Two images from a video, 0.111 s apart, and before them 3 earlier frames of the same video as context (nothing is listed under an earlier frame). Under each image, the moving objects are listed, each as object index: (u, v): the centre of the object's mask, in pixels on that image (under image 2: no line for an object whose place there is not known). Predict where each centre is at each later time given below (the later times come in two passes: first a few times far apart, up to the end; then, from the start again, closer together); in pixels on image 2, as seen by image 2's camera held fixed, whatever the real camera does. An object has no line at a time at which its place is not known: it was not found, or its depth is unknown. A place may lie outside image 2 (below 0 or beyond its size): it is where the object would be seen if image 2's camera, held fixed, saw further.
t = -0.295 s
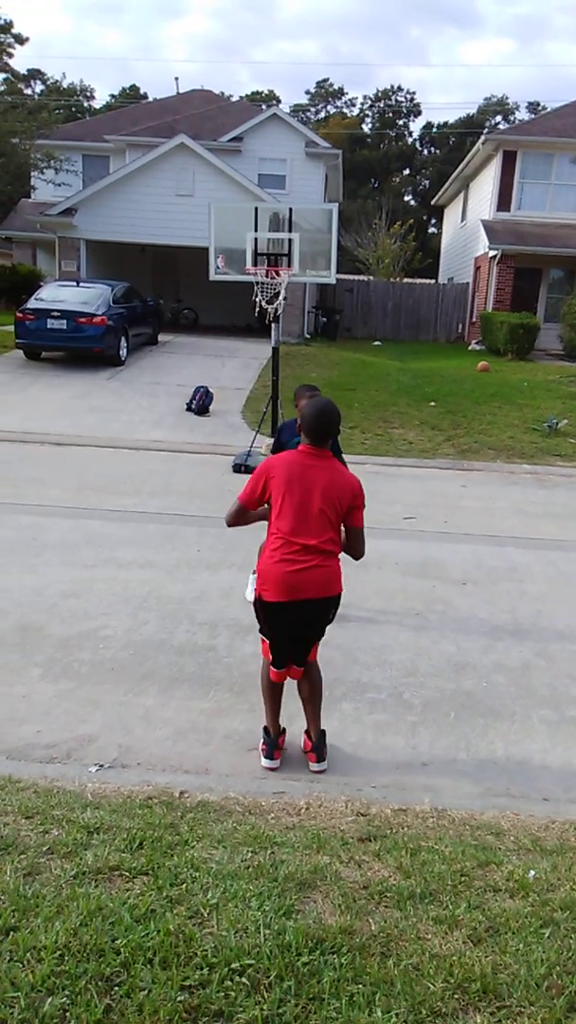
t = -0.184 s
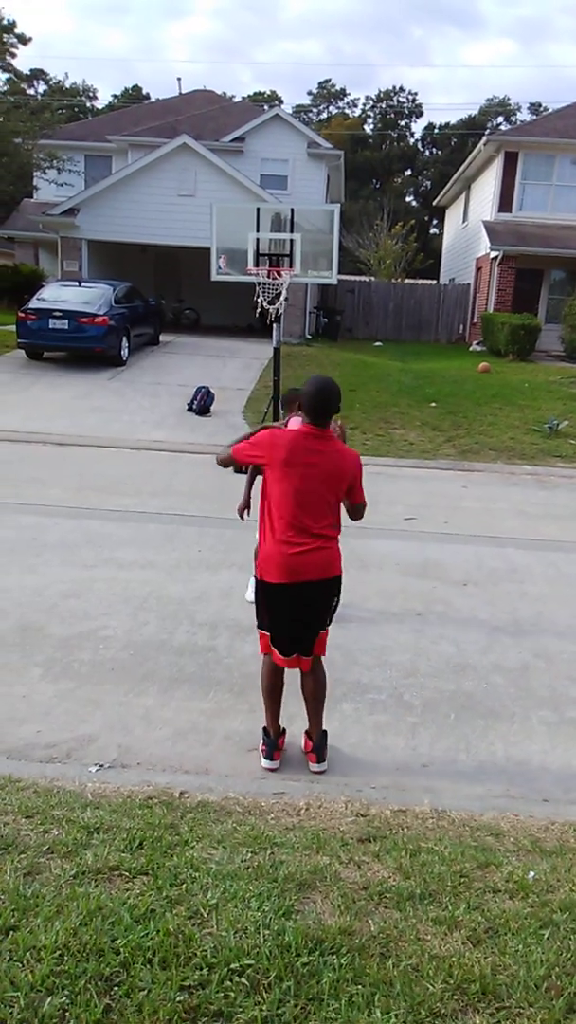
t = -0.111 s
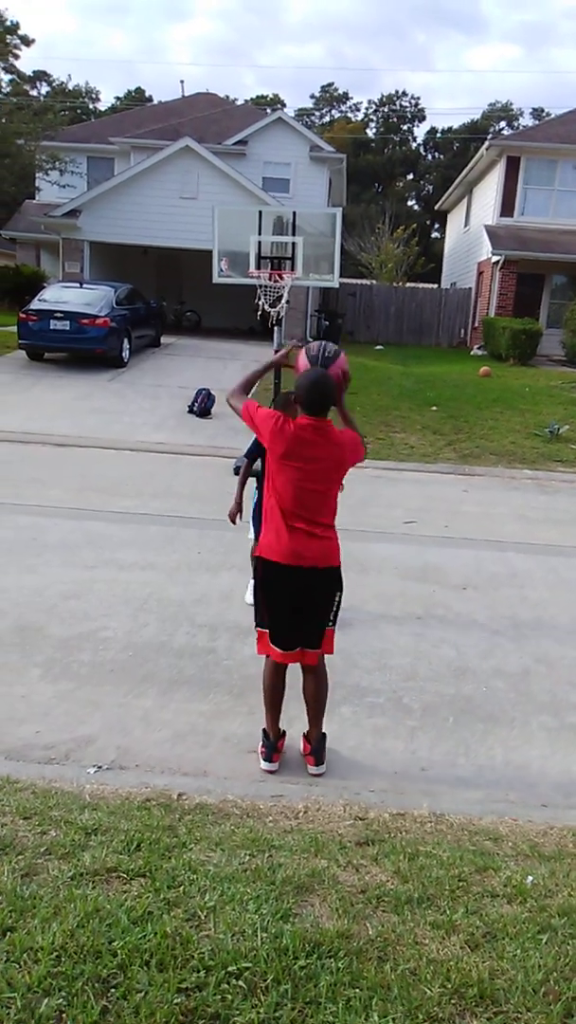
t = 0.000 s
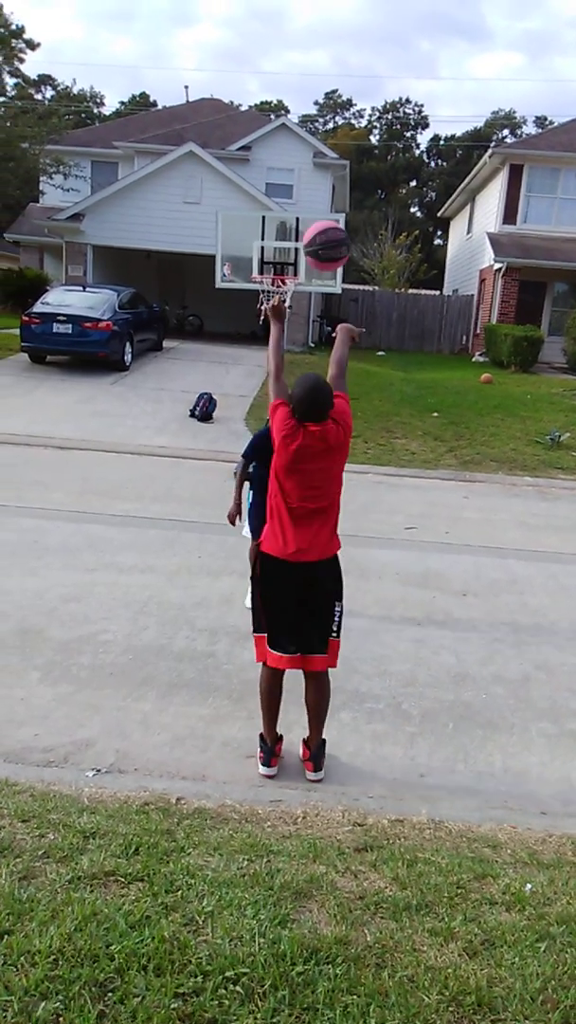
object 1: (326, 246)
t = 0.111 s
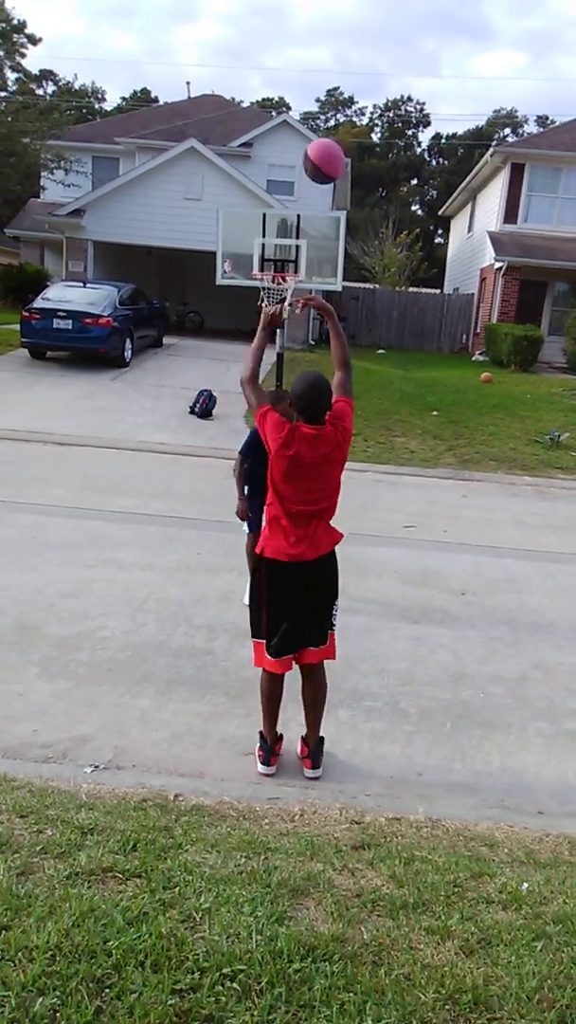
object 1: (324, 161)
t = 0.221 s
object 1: (320, 115)
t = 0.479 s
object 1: (304, 103)
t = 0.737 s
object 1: (288, 171)
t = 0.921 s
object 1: (276, 245)
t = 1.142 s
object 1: (275, 212)
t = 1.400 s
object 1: (275, 196)
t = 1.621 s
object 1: (271, 234)
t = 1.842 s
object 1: (278, 283)
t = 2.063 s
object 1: (280, 296)
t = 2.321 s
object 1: (276, 296)
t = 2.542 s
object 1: (270, 301)
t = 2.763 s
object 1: (268, 335)
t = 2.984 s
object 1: (259, 407)
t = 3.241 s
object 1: (277, 426)
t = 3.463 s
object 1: (300, 405)
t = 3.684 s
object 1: (324, 424)
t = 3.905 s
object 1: (342, 471)
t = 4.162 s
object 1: (372, 428)
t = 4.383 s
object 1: (392, 433)
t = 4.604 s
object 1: (406, 475)
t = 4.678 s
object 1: (414, 463)
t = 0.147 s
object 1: (323, 143)
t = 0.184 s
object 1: (321, 127)
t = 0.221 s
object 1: (320, 115)
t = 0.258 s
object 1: (318, 107)
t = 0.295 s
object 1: (315, 100)
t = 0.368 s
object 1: (312, 97)
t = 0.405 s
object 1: (309, 98)
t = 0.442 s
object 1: (306, 100)
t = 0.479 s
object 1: (304, 103)
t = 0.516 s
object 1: (301, 110)
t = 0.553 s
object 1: (299, 116)
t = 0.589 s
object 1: (297, 126)
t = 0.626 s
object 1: (295, 135)
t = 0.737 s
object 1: (288, 171)
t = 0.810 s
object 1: (284, 198)
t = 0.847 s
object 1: (281, 214)
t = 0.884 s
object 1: (279, 228)
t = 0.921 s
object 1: (276, 245)
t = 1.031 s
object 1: (275, 239)
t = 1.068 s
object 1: (276, 229)
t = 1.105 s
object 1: (275, 221)
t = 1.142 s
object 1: (275, 212)
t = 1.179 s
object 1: (277, 207)
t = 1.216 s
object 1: (277, 203)
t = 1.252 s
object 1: (277, 197)
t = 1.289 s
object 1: (276, 195)
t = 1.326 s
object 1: (276, 195)
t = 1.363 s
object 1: (275, 194)
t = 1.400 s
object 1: (275, 196)
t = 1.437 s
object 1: (275, 199)
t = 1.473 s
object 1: (275, 204)
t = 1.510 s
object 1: (274, 209)
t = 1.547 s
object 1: (273, 216)
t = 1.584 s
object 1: (272, 225)
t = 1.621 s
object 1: (271, 234)
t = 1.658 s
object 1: (270, 244)
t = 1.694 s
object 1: (270, 259)
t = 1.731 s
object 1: (271, 270)
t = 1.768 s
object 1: (274, 273)
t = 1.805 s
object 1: (277, 278)
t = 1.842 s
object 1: (278, 283)
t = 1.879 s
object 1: (278, 288)
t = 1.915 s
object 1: (278, 296)
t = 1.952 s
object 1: (281, 301)
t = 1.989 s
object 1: (280, 300)
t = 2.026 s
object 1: (279, 297)
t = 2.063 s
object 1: (280, 296)
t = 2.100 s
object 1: (280, 295)
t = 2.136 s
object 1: (280, 294)
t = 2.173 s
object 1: (279, 293)
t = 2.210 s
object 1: (277, 294)
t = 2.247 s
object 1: (277, 294)
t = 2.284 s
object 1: (276, 295)
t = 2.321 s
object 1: (276, 296)
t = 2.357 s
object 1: (275, 299)
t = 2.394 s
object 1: (275, 300)
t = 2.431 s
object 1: (274, 300)
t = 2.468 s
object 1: (272, 301)
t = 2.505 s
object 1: (271, 301)
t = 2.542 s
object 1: (270, 301)
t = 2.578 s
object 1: (269, 303)
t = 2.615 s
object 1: (270, 316)
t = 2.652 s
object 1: (271, 317)
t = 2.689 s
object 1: (270, 321)
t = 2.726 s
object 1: (269, 327)
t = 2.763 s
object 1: (268, 335)
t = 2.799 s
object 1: (267, 345)
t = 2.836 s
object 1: (266, 356)
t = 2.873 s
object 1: (264, 367)
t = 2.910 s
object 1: (263, 379)
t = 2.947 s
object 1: (261, 393)
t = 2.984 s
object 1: (259, 407)
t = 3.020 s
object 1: (257, 421)
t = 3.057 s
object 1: (253, 432)
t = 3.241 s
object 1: (277, 426)
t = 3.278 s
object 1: (278, 421)
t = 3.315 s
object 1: (284, 415)
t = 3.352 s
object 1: (288, 411)
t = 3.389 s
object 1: (292, 409)
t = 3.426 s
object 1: (296, 406)
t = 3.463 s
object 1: (300, 405)
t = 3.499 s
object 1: (305, 405)
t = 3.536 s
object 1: (309, 407)
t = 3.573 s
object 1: (313, 409)
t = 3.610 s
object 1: (317, 413)
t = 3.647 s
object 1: (321, 418)
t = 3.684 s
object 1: (324, 424)
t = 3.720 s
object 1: (327, 430)
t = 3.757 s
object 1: (331, 438)
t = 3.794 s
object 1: (334, 447)
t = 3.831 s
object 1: (337, 456)
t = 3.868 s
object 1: (340, 467)
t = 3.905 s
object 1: (342, 471)
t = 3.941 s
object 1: (348, 461)
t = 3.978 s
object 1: (353, 453)
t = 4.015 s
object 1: (357, 445)
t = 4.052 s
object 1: (361, 440)
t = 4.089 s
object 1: (365, 435)
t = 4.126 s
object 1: (368, 431)
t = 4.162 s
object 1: (372, 428)
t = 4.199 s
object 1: (376, 426)
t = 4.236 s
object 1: (379, 425)
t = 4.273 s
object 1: (383, 425)
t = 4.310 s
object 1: (386, 427)
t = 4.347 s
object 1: (389, 430)
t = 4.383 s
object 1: (392, 433)
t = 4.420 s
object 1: (395, 437)
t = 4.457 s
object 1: (397, 443)
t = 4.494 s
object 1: (400, 450)
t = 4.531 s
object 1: (402, 457)
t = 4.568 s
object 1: (405, 466)
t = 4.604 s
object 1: (406, 475)
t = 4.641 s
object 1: (410, 470)
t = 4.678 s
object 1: (414, 463)
